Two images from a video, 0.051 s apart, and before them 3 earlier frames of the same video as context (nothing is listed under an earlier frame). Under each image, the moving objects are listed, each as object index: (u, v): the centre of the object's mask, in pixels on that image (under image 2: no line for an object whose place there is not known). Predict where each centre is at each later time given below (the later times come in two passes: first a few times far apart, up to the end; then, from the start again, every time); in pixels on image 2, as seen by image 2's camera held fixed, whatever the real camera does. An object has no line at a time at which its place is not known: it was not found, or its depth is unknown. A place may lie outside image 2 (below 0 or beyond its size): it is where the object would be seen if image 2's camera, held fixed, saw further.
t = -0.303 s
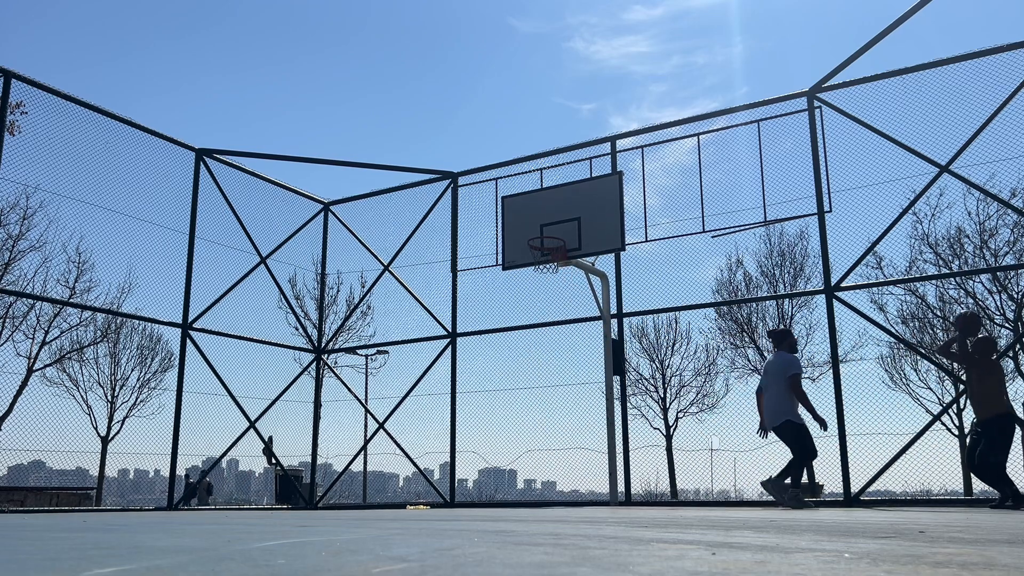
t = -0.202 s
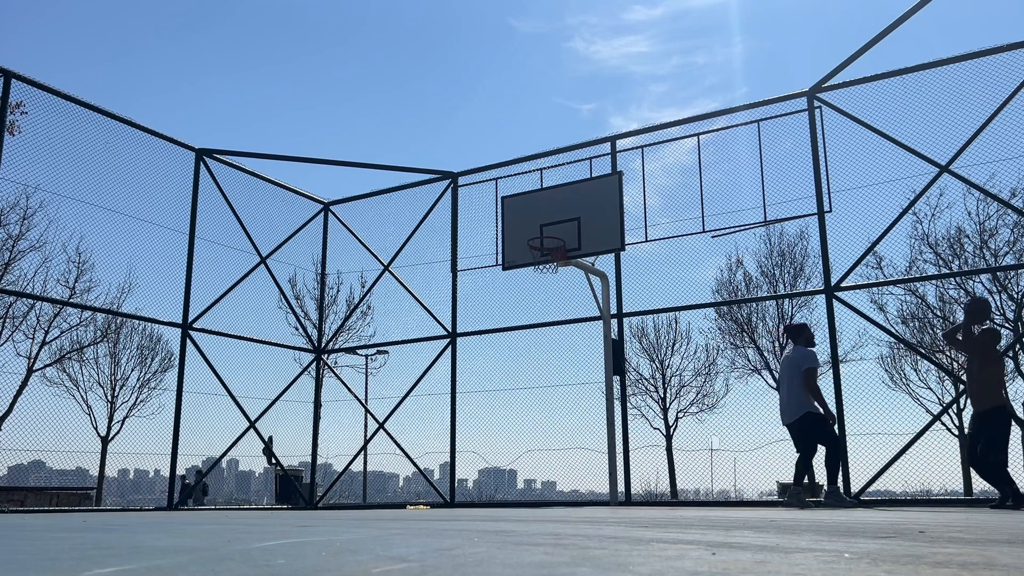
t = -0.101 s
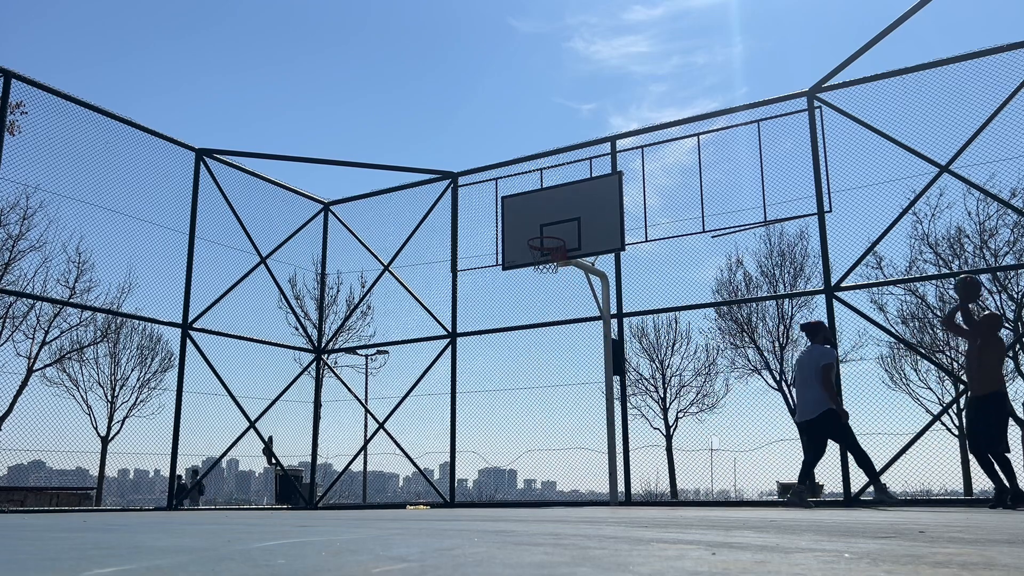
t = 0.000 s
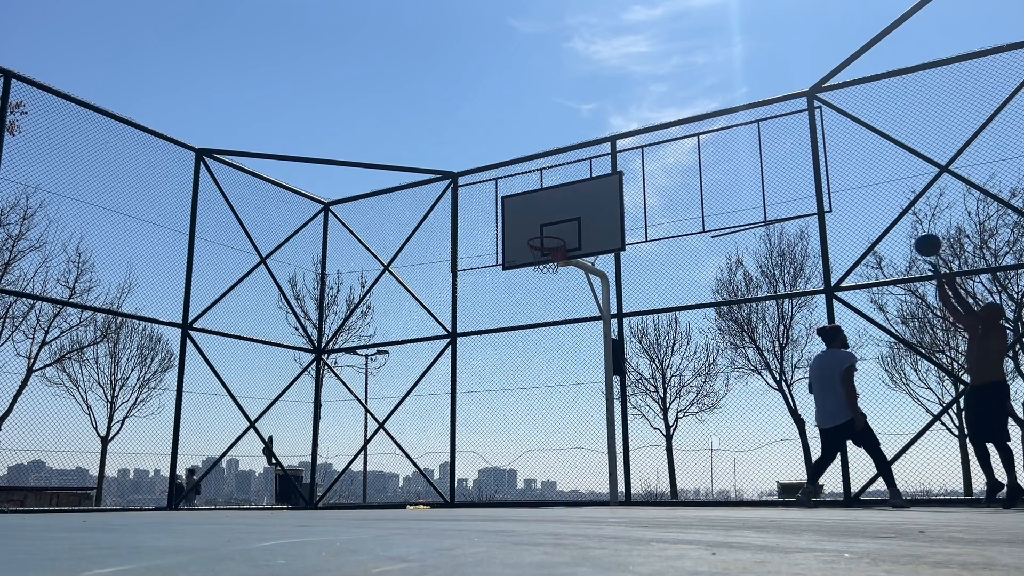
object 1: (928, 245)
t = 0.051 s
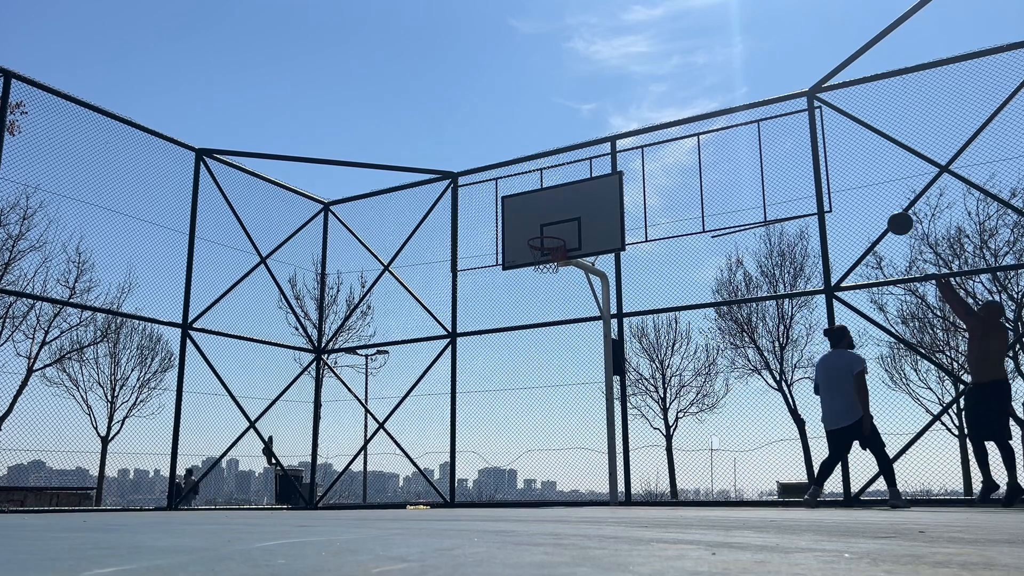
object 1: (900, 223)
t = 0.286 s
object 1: (787, 162)
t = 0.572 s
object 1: (677, 154)
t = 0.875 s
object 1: (578, 210)
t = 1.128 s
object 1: (519, 279)
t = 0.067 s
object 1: (891, 217)
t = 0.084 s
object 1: (883, 211)
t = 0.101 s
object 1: (874, 205)
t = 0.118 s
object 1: (865, 200)
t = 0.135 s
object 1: (857, 195)
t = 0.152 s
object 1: (849, 190)
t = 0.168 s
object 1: (841, 185)
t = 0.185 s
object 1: (833, 181)
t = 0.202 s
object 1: (825, 177)
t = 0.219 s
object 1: (817, 173)
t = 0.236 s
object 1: (810, 170)
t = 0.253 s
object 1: (802, 167)
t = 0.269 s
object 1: (795, 165)
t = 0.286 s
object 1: (787, 162)
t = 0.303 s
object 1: (780, 160)
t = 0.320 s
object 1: (773, 158)
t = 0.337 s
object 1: (766, 156)
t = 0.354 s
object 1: (759, 154)
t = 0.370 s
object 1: (752, 153)
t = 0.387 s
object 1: (746, 152)
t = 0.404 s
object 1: (739, 151)
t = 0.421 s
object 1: (732, 150)
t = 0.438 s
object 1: (726, 150)
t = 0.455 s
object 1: (720, 150)
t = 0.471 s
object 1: (713, 150)
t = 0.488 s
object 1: (707, 150)
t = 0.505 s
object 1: (701, 150)
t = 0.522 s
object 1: (695, 151)
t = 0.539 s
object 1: (689, 152)
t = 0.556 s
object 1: (683, 153)
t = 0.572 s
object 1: (677, 154)
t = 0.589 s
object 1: (671, 156)
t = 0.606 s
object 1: (665, 157)
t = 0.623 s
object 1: (659, 159)
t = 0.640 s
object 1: (654, 161)
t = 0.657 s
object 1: (648, 164)
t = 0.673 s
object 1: (642, 166)
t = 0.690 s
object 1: (637, 169)
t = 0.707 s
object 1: (631, 172)
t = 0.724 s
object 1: (626, 175)
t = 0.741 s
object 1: (620, 178)
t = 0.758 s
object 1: (616, 181)
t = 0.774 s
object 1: (610, 185)
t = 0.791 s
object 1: (604, 188)
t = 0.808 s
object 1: (599, 192)
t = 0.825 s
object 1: (594, 196)
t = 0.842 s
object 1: (589, 201)
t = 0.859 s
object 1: (584, 205)
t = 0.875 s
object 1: (578, 210)
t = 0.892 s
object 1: (574, 215)
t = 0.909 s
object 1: (568, 220)
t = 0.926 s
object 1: (563, 225)
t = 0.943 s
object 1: (558, 230)
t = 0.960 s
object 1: (553, 236)
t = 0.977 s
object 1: (548, 241)
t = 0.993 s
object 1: (545, 247)
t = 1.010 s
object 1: (539, 254)
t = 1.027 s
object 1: (535, 258)
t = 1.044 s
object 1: (532, 262)
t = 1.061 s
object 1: (529, 265)
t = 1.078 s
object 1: (526, 268)
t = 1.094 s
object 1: (524, 272)
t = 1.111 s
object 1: (521, 275)
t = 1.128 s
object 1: (519, 279)
